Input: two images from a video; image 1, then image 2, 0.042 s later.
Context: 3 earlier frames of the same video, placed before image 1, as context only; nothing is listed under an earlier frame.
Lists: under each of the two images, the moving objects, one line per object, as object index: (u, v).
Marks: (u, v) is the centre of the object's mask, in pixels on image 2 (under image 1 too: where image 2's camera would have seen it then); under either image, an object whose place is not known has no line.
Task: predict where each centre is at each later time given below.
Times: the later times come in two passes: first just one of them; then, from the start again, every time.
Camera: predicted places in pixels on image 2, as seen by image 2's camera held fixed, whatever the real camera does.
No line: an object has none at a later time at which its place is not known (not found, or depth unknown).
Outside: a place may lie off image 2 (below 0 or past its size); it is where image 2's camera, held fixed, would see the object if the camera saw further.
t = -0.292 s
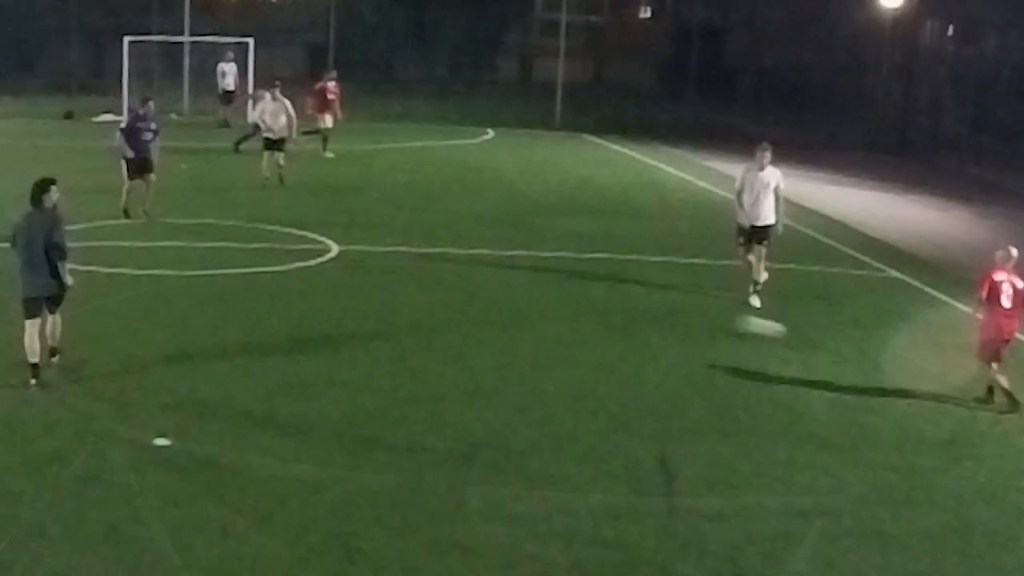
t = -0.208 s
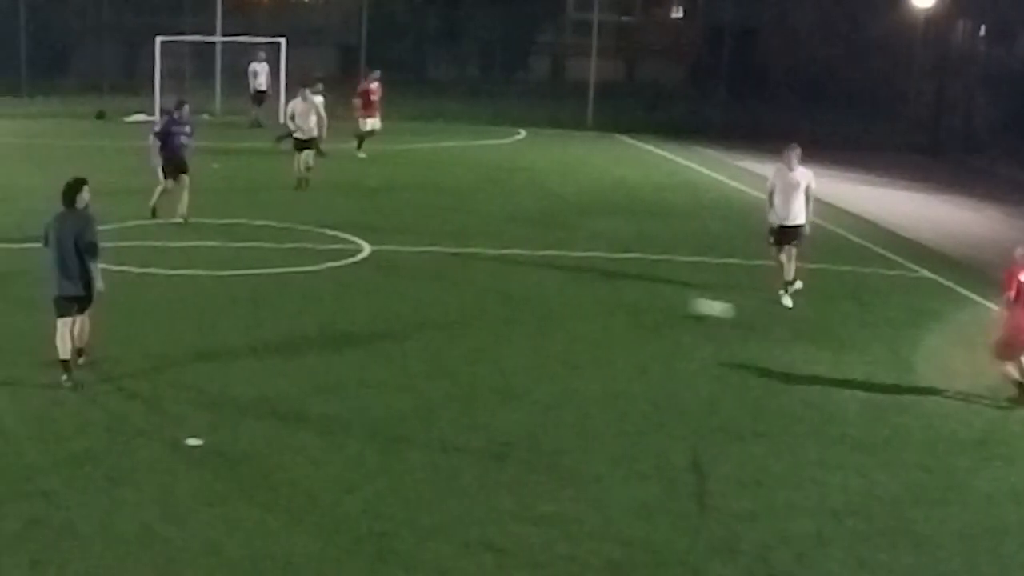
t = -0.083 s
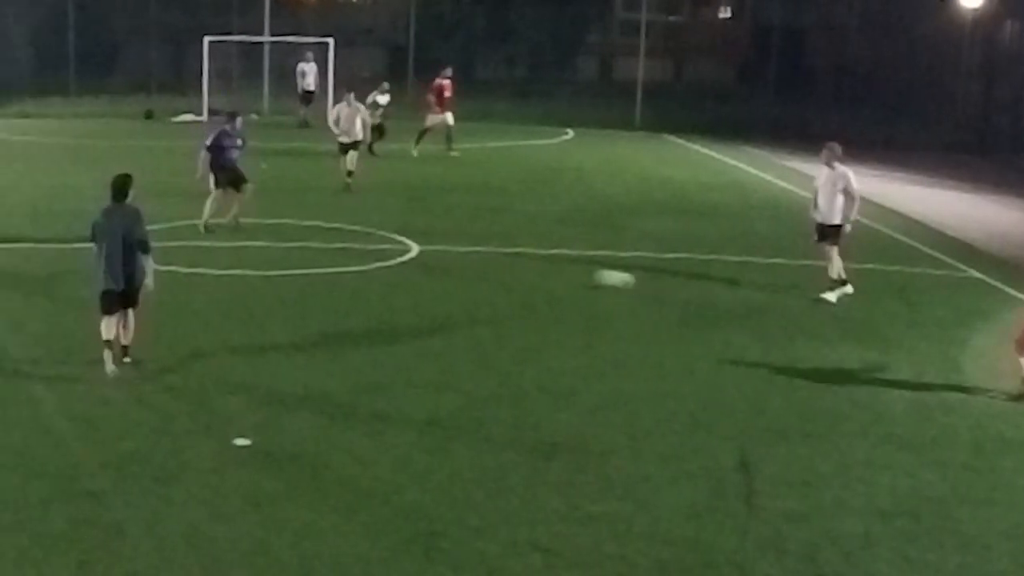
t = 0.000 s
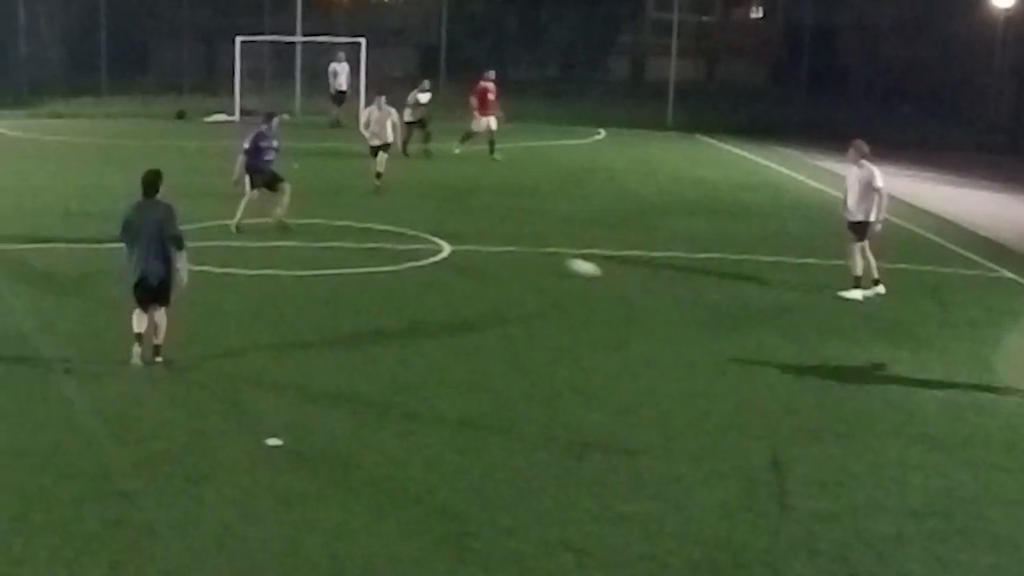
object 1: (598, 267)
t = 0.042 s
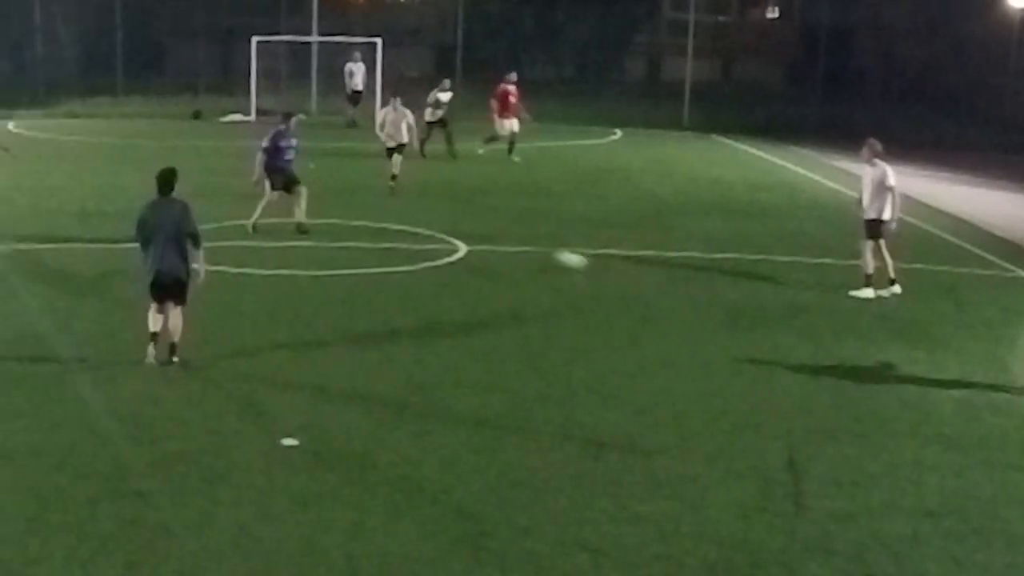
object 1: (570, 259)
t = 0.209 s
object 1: (469, 243)
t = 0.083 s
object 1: (543, 254)
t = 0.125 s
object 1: (518, 249)
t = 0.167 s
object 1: (492, 246)
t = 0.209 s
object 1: (469, 243)
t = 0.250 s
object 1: (443, 239)
